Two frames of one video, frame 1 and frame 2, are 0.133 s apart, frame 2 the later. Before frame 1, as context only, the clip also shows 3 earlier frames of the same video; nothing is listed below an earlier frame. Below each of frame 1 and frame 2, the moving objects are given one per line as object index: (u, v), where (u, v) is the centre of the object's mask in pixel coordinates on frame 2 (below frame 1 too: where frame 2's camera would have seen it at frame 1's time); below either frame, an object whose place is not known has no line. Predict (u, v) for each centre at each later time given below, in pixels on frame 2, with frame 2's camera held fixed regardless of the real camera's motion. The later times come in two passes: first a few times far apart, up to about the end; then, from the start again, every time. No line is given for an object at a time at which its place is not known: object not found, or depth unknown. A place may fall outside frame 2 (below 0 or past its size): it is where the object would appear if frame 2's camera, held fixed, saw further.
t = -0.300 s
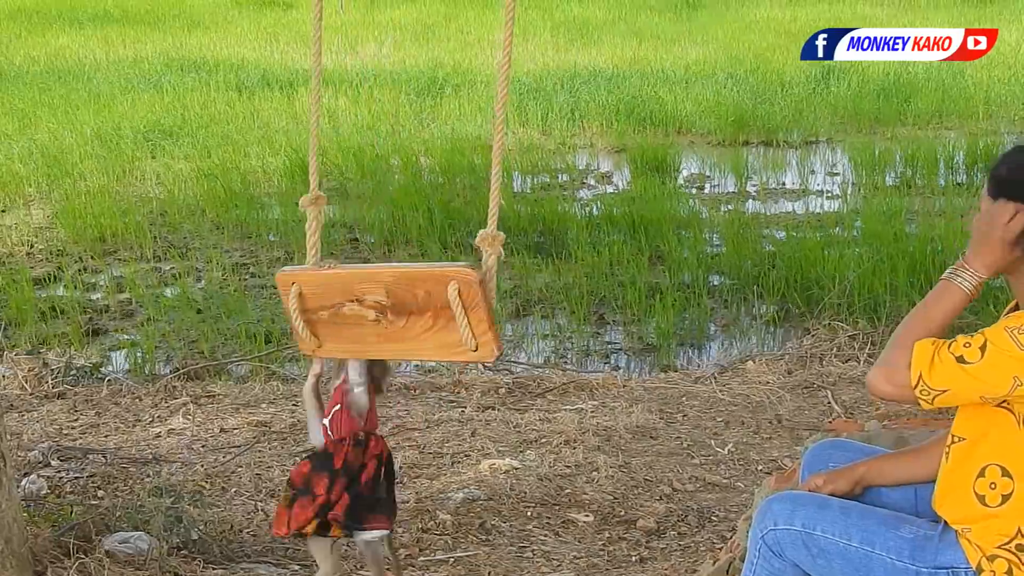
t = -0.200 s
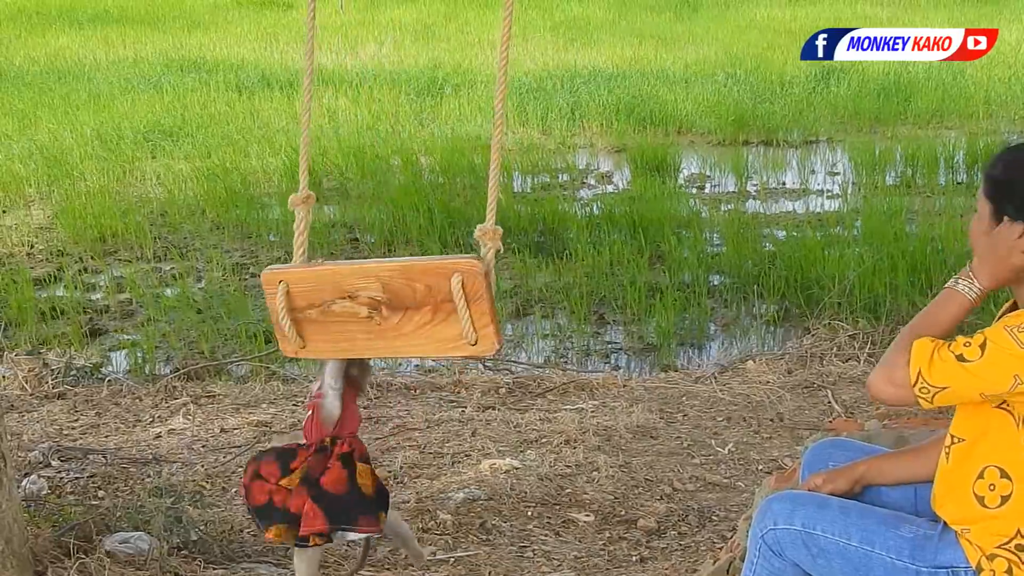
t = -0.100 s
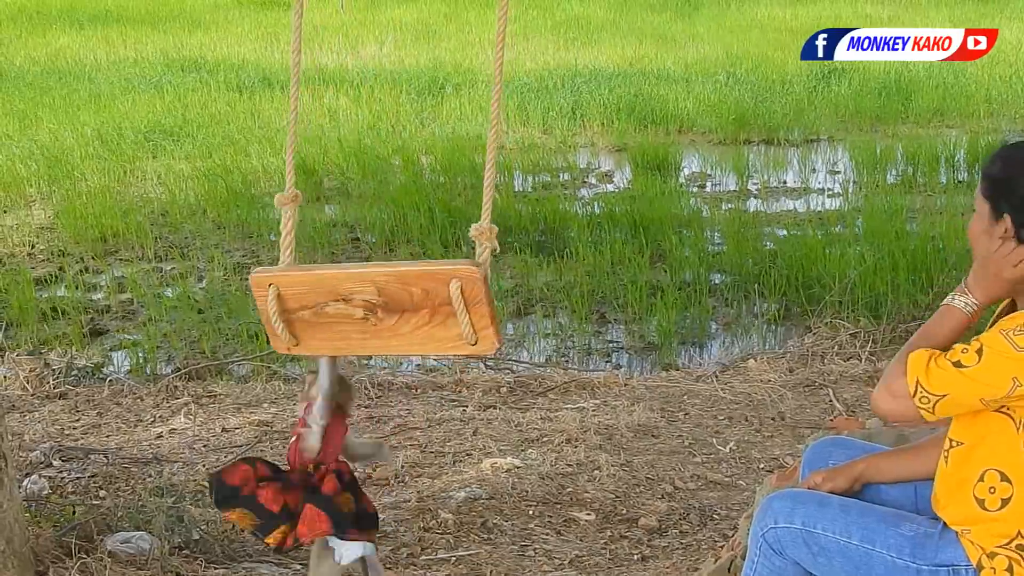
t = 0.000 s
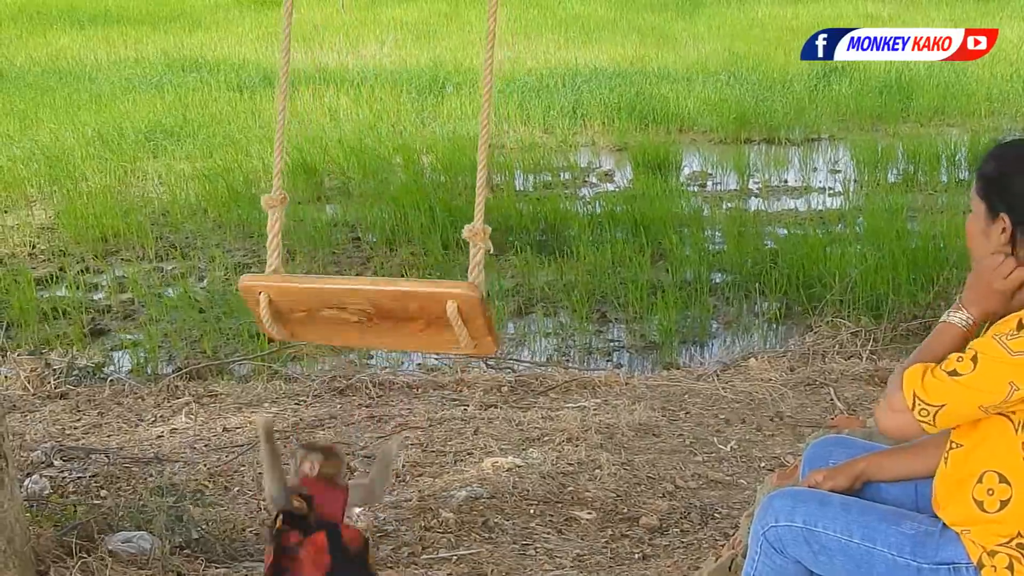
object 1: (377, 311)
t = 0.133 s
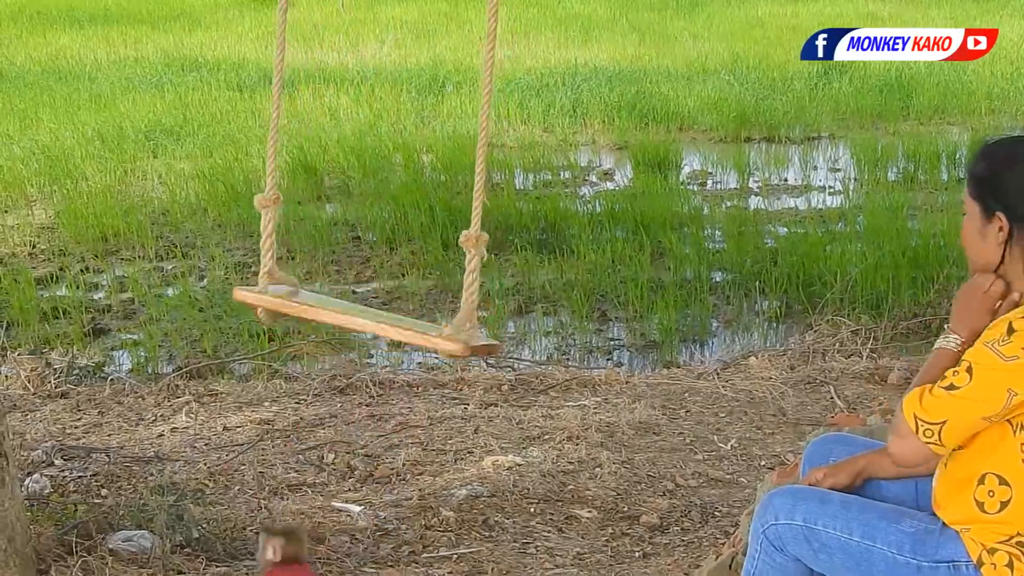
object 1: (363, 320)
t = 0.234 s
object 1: (373, 326)
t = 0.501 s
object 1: (400, 340)
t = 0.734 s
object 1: (429, 344)
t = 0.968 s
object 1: (469, 353)
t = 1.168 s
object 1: (497, 345)
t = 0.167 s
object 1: (368, 323)
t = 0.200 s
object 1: (371, 325)
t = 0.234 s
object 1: (373, 326)
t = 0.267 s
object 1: (375, 327)
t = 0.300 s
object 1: (376, 329)
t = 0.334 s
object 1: (380, 331)
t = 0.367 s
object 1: (386, 334)
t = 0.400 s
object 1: (389, 334)
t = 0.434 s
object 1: (394, 336)
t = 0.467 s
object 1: (397, 338)
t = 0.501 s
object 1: (400, 340)
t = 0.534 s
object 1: (404, 341)
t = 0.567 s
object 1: (409, 343)
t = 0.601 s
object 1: (412, 344)
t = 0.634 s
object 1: (416, 344)
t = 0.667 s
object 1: (419, 344)
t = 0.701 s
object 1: (425, 344)
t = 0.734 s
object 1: (429, 344)
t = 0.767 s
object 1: (435, 343)
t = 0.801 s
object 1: (440, 342)
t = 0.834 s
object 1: (448, 353)
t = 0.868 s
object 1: (452, 352)
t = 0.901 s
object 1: (458, 352)
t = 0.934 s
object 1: (463, 353)
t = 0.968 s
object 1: (469, 353)
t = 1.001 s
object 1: (471, 342)
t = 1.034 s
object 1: (477, 343)
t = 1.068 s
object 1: (483, 344)
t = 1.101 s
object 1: (488, 345)
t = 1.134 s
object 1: (492, 345)
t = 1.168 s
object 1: (497, 345)
